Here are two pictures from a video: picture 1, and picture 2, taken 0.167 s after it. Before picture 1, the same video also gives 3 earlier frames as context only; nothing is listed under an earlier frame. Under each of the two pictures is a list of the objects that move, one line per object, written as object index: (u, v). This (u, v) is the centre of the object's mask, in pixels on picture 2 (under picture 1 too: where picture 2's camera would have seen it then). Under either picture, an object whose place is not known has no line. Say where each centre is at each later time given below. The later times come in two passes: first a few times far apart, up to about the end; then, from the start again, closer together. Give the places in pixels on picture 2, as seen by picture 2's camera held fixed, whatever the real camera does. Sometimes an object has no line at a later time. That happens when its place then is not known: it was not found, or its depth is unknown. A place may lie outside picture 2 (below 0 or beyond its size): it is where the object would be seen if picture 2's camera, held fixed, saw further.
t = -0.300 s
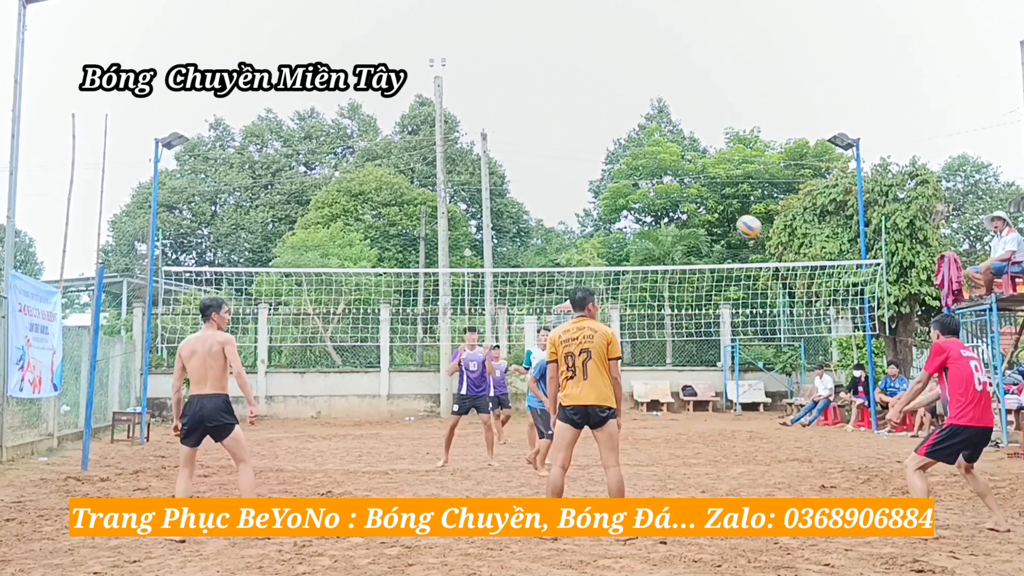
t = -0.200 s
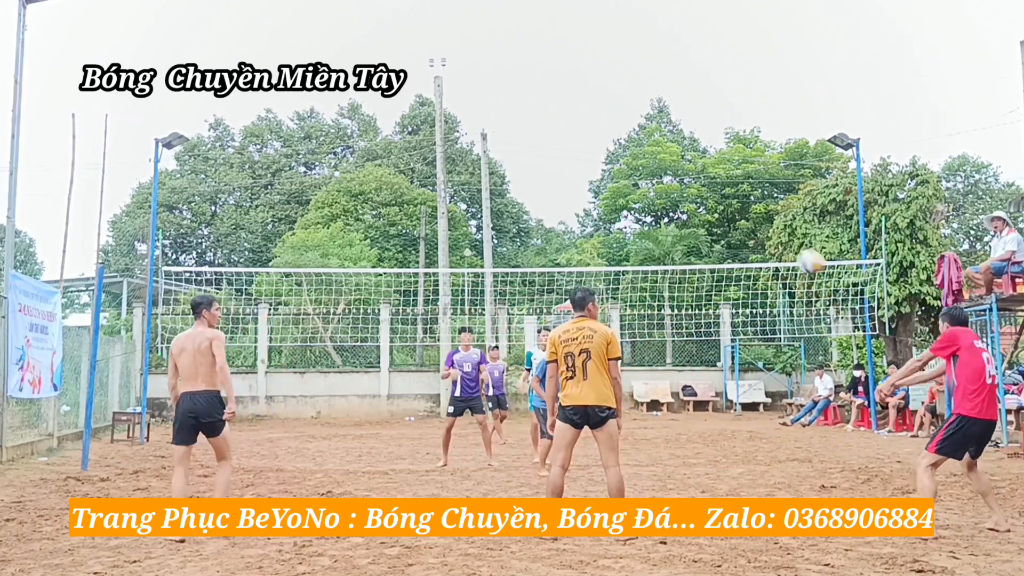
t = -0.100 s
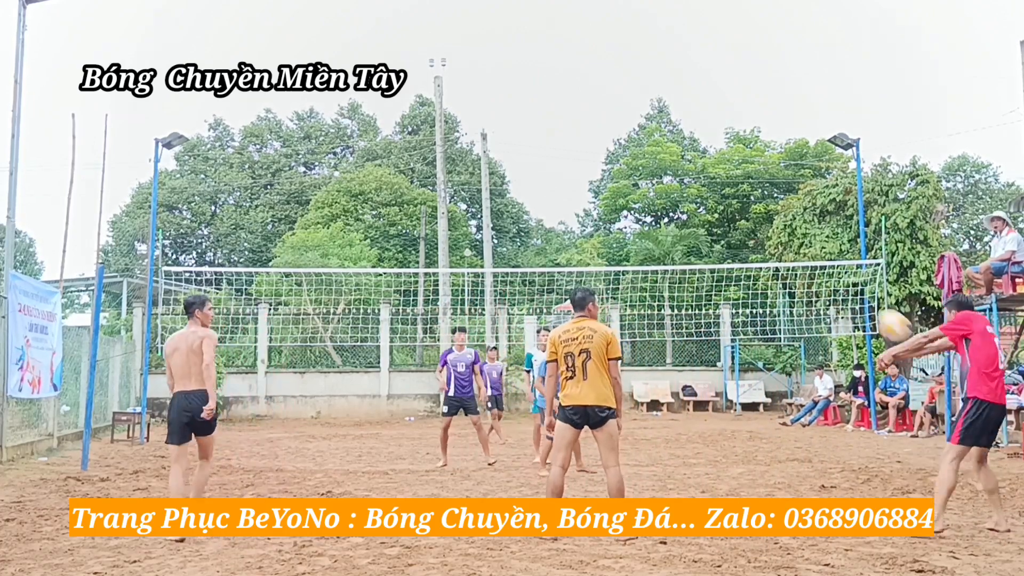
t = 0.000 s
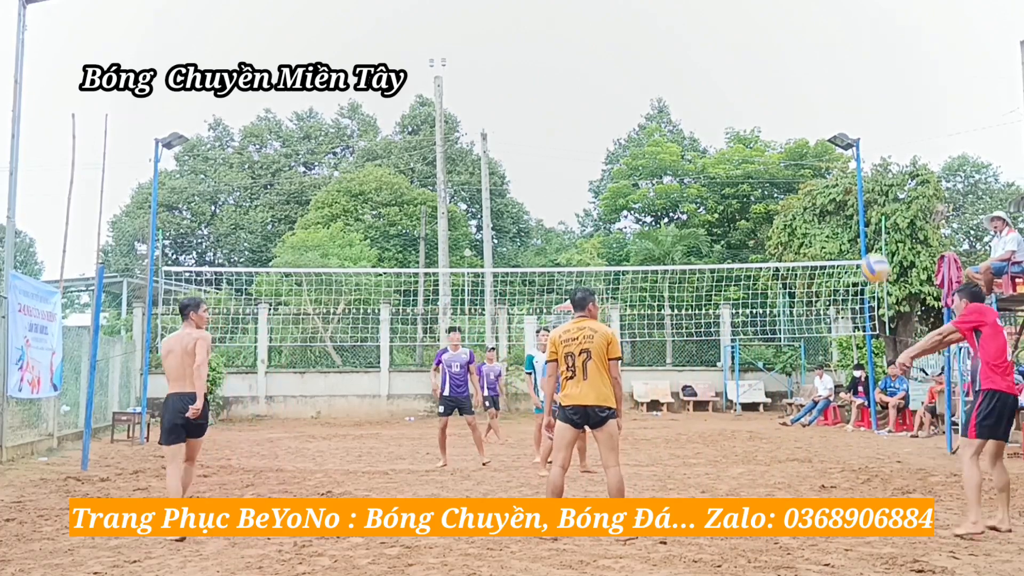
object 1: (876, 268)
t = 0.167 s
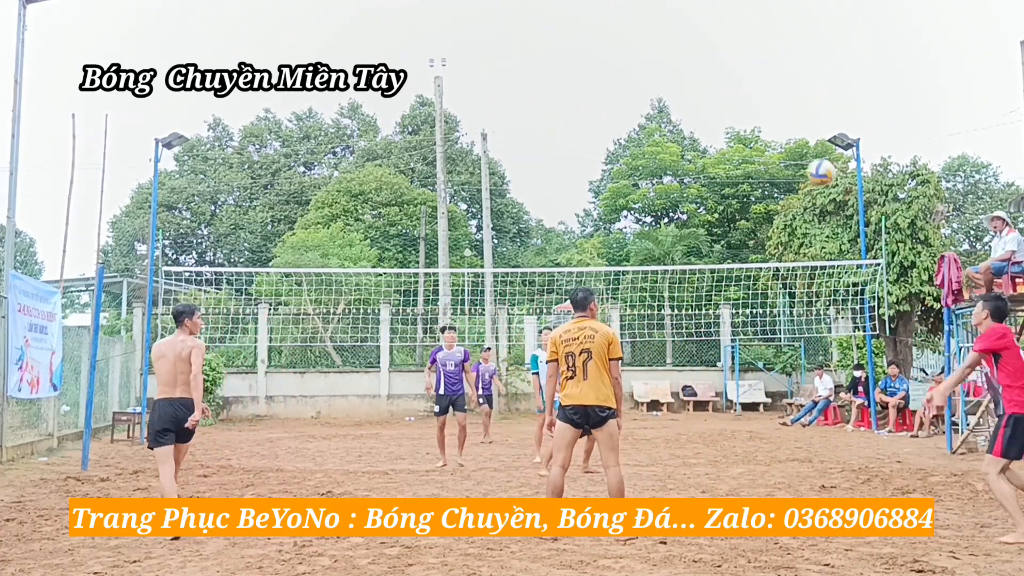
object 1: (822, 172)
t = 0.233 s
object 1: (803, 148)
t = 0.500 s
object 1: (736, 100)
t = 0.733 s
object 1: (689, 118)
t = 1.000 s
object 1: (645, 193)
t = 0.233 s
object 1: (803, 148)
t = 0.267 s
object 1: (793, 136)
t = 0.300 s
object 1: (784, 128)
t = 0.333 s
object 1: (775, 120)
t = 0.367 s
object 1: (767, 113)
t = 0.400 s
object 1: (759, 108)
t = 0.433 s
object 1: (751, 104)
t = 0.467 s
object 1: (743, 101)
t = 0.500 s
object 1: (736, 100)
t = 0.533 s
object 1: (728, 100)
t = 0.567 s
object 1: (721, 100)
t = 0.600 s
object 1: (715, 102)
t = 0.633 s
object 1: (708, 105)
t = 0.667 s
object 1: (702, 107)
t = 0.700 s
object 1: (695, 111)
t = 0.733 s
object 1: (689, 118)
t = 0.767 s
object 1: (683, 125)
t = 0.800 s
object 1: (676, 132)
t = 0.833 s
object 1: (672, 138)
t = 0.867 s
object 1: (666, 148)
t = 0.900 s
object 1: (660, 158)
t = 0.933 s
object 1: (655, 168)
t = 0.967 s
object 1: (649, 180)
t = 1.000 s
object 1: (645, 193)
